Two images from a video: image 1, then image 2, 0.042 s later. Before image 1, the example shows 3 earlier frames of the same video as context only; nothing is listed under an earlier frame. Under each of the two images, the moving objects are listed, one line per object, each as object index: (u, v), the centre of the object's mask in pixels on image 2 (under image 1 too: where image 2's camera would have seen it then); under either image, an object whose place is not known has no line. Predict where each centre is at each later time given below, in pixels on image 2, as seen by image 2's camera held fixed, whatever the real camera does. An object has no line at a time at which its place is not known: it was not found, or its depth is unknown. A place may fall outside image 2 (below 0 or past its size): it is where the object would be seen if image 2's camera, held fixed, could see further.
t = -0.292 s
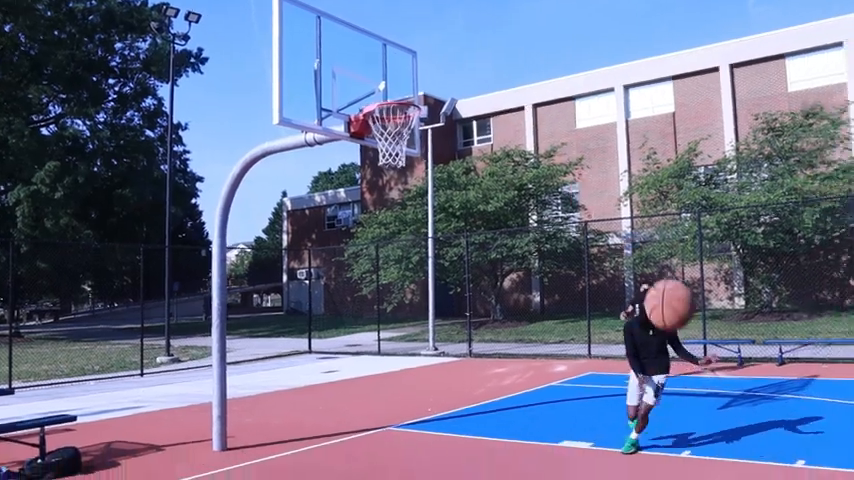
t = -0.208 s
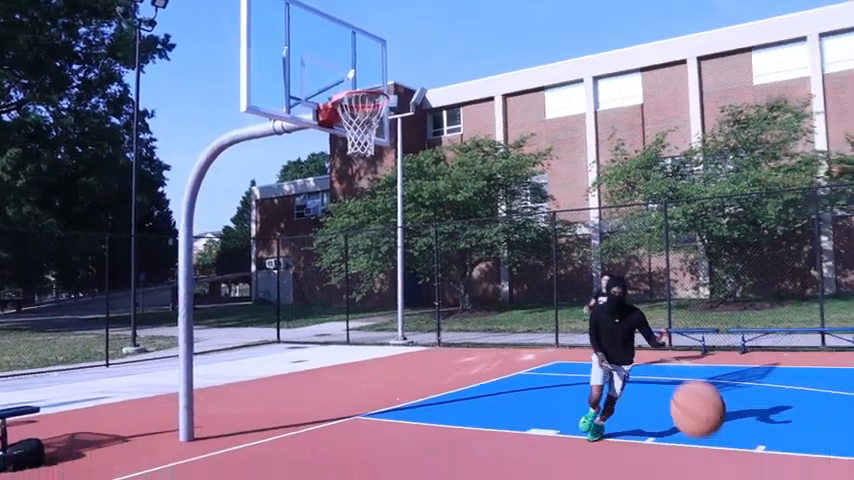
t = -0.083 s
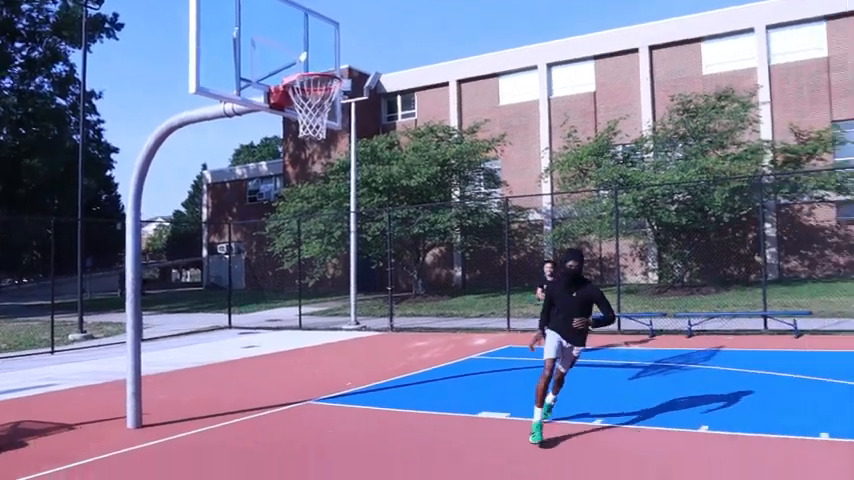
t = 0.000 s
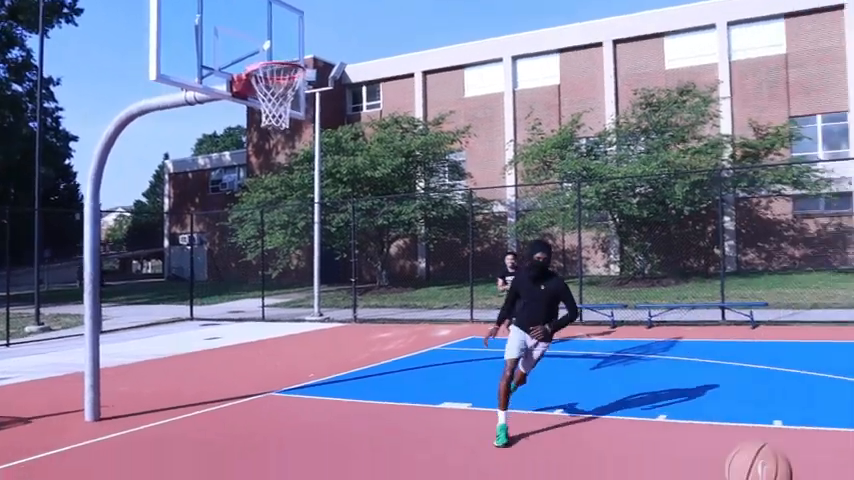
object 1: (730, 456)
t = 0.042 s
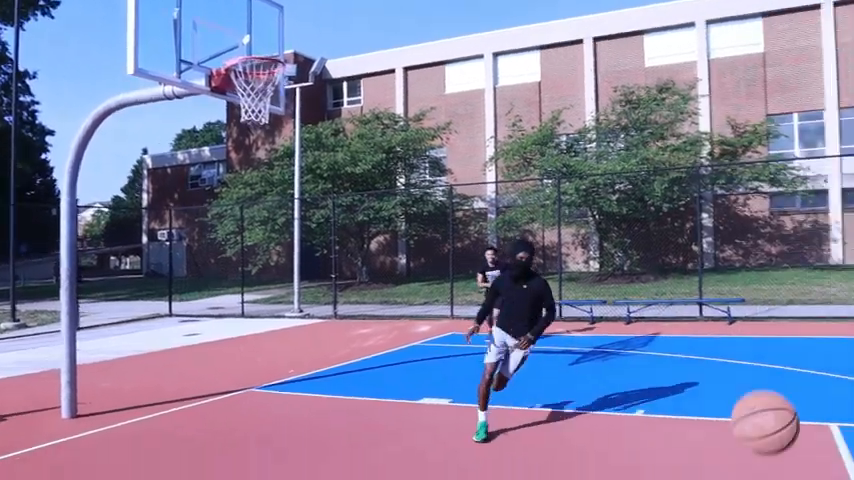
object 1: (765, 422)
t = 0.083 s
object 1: (798, 380)
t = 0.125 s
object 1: (836, 339)
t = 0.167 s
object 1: (874, 298)
